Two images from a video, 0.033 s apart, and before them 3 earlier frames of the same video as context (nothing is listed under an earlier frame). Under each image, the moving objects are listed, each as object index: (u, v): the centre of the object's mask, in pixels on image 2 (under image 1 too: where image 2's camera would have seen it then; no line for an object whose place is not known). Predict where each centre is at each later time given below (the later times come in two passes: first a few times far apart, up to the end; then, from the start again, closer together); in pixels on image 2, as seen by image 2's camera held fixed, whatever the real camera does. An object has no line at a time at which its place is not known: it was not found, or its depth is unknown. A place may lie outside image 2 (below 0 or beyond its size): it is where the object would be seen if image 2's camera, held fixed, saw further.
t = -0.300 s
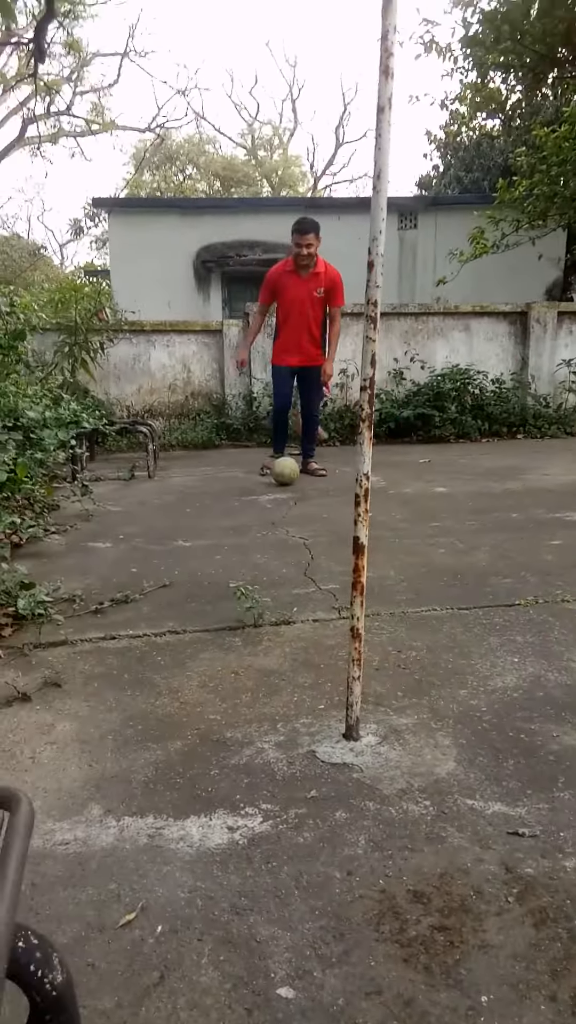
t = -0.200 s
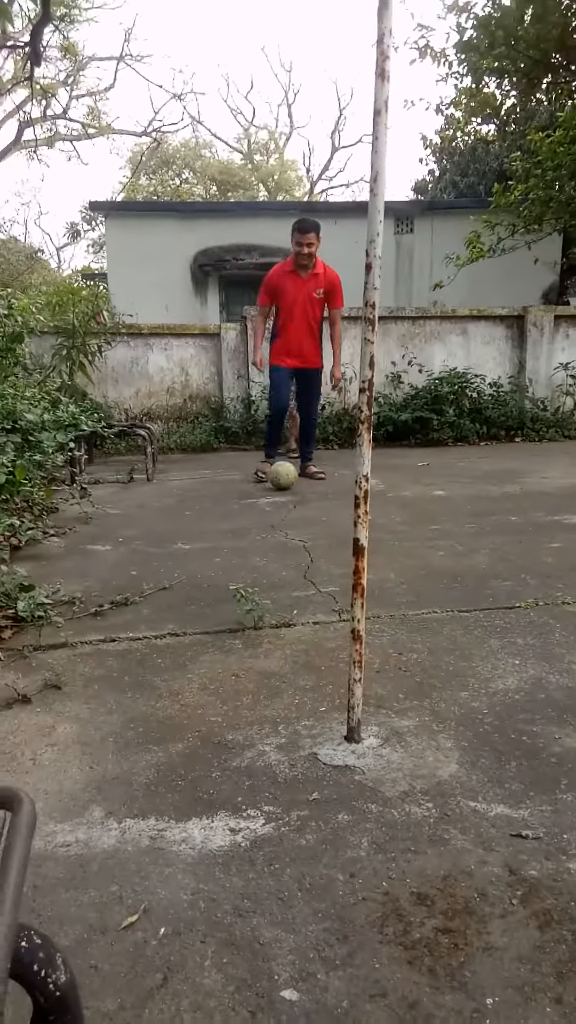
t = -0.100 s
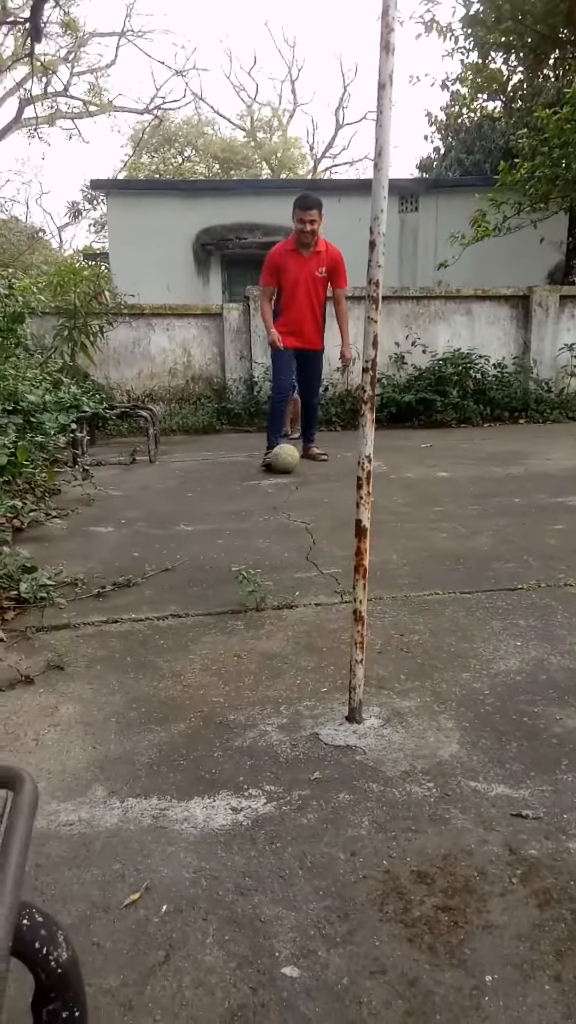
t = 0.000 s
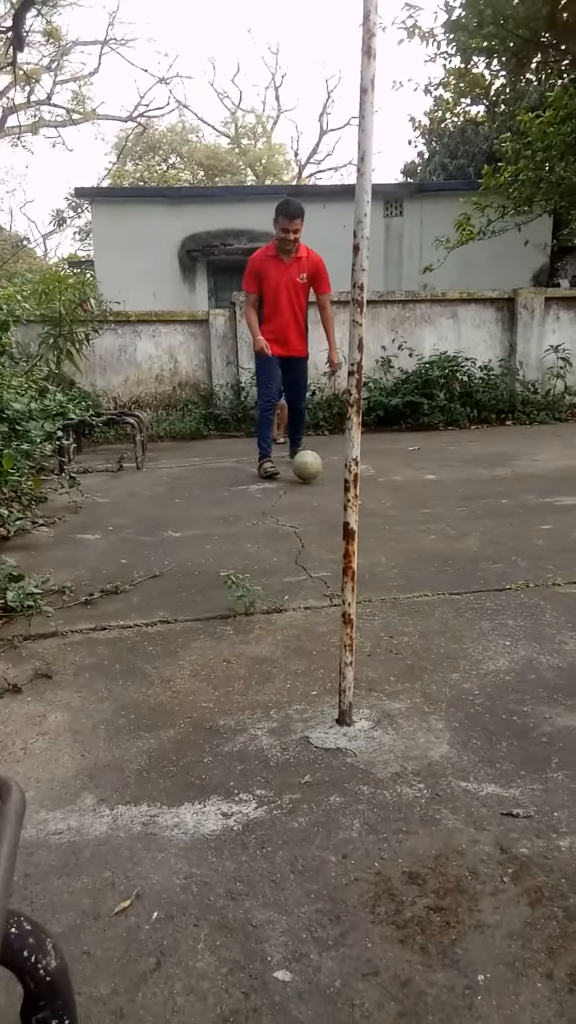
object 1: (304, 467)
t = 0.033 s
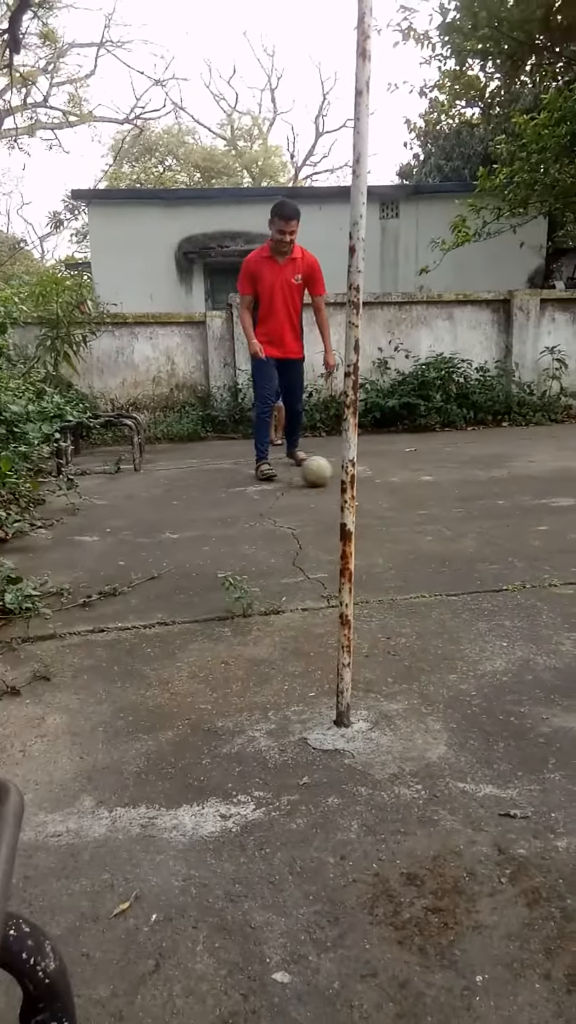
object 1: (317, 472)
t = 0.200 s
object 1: (364, 476)
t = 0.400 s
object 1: (403, 484)
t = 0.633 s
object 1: (460, 493)
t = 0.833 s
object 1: (512, 502)
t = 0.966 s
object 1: (549, 510)
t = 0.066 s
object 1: (326, 472)
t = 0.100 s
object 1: (331, 472)
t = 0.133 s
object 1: (335, 474)
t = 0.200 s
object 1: (364, 476)
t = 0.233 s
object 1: (367, 477)
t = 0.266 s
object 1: (373, 479)
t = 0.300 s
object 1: (380, 480)
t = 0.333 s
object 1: (388, 481)
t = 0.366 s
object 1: (396, 483)
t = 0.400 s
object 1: (403, 484)
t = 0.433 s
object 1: (411, 485)
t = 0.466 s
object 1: (419, 485)
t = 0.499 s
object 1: (427, 486)
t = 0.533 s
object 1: (435, 488)
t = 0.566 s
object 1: (443, 490)
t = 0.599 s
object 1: (451, 491)
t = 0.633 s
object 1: (460, 493)
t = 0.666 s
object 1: (469, 495)
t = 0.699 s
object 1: (477, 496)
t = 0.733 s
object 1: (486, 498)
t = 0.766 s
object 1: (495, 499)
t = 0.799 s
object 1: (504, 501)
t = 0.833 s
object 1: (512, 502)
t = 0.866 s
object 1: (521, 504)
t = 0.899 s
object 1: (530, 507)
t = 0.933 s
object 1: (539, 507)
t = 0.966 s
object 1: (549, 510)
